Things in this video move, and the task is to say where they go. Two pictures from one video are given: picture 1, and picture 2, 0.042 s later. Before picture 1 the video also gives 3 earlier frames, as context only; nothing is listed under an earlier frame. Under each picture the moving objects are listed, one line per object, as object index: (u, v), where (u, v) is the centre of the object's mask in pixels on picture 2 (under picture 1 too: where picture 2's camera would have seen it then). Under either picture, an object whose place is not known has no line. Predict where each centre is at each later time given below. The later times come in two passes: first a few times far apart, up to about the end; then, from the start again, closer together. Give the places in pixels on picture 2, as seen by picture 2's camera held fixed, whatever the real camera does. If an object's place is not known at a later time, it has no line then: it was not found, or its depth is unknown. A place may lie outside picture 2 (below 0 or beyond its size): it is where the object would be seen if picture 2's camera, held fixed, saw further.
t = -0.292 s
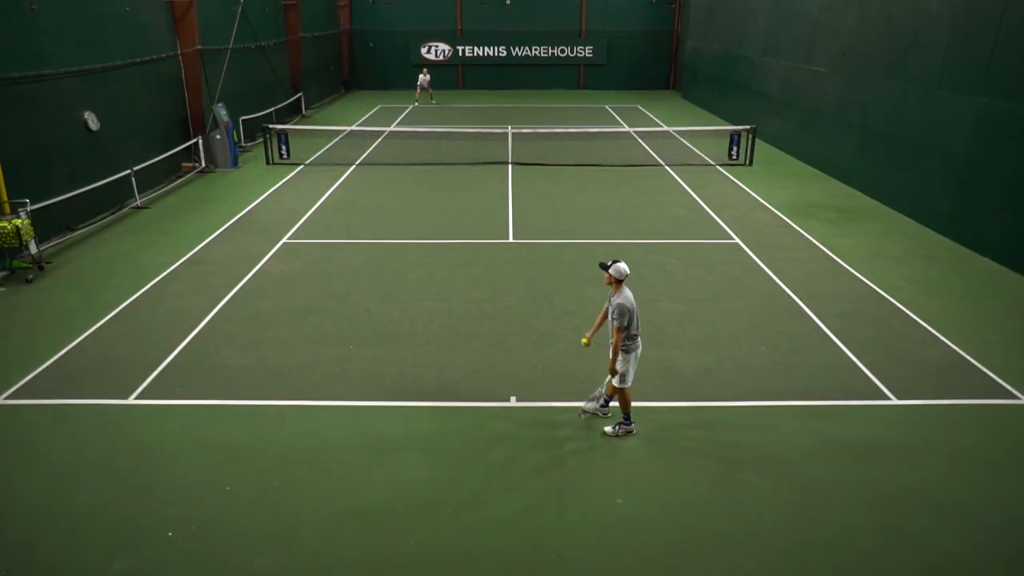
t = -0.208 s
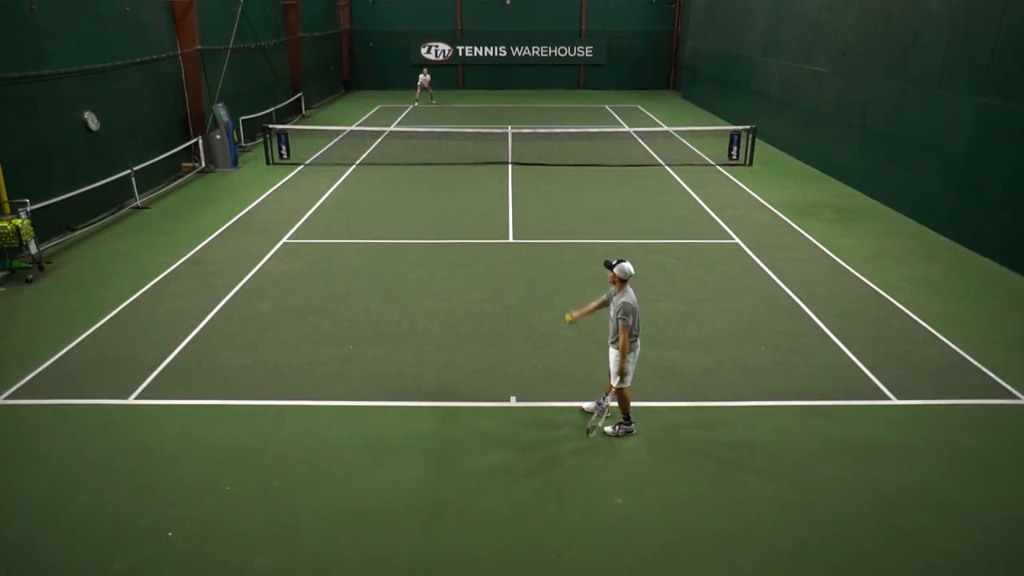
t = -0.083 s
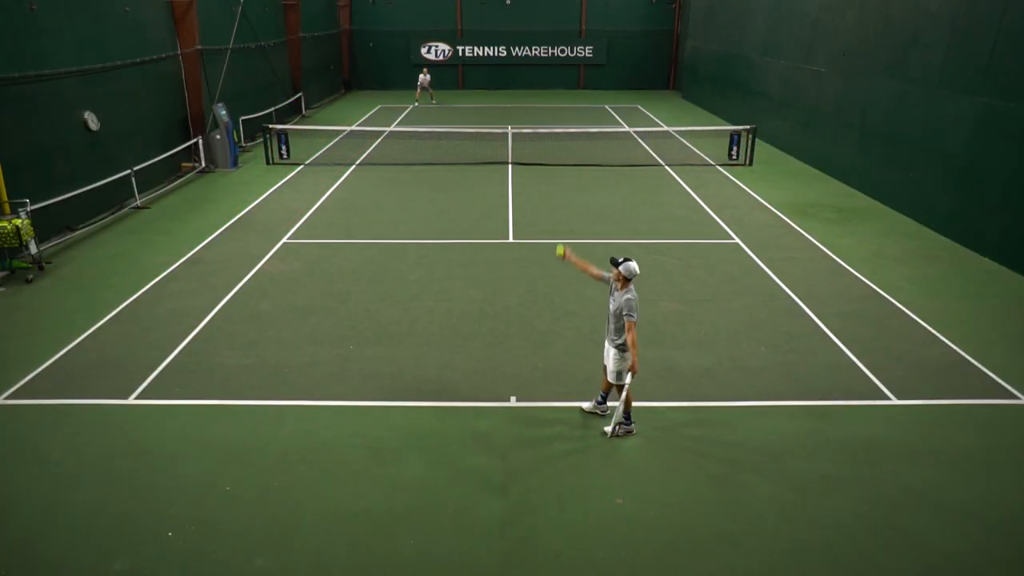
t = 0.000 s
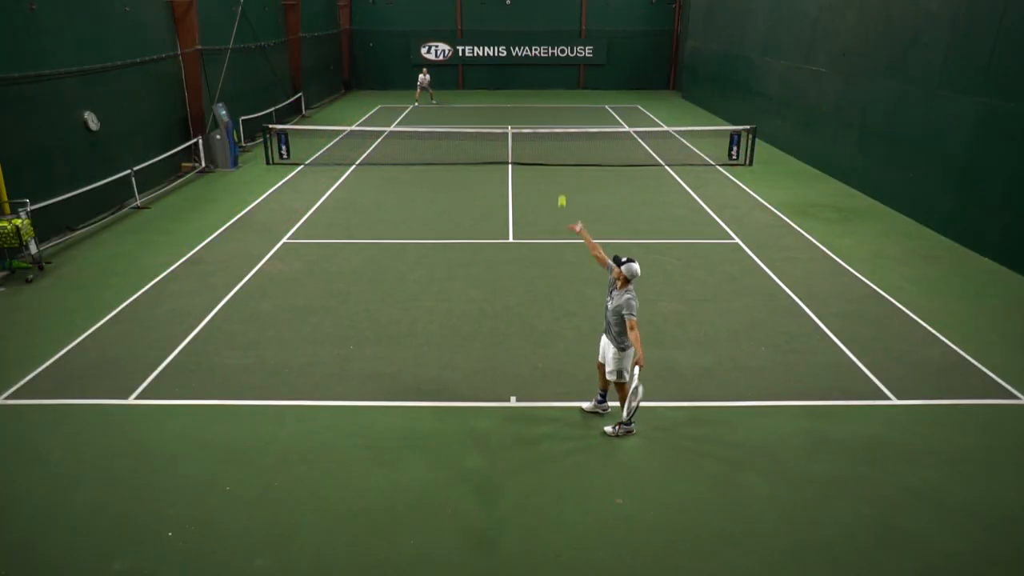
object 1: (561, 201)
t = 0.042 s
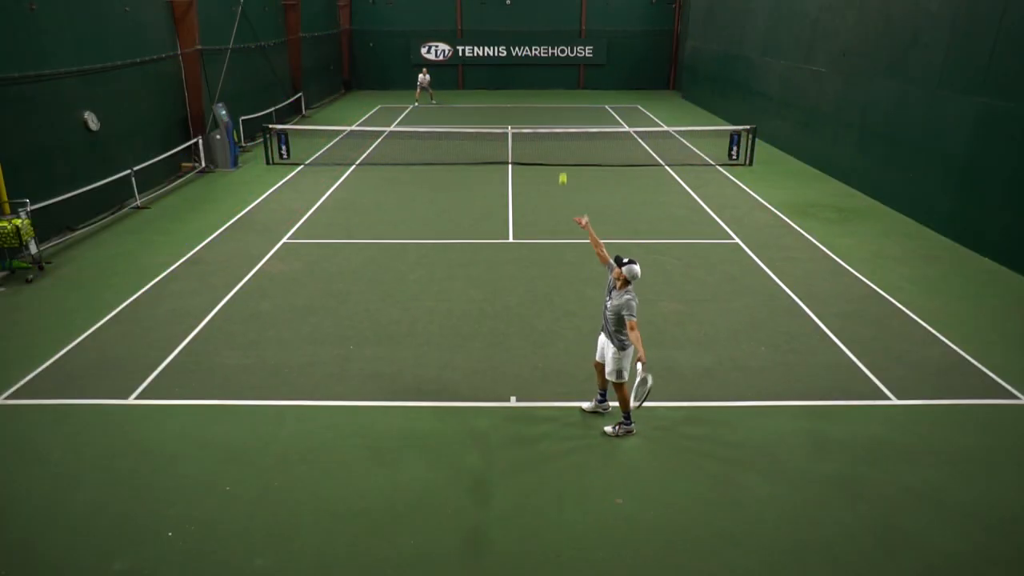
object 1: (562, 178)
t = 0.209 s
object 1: (566, 103)
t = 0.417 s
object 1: (569, 46)
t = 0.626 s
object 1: (571, 39)
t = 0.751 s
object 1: (572, 59)
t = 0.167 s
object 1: (565, 119)
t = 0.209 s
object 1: (566, 103)
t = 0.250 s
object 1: (567, 88)
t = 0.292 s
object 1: (567, 75)
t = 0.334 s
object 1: (568, 64)
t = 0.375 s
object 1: (569, 55)
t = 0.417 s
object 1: (569, 46)
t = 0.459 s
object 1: (570, 41)
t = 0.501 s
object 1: (570, 38)
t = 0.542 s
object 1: (570, 36)
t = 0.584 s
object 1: (571, 37)
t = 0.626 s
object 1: (571, 39)
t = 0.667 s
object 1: (571, 44)
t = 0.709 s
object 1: (571, 50)
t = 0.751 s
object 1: (572, 59)
